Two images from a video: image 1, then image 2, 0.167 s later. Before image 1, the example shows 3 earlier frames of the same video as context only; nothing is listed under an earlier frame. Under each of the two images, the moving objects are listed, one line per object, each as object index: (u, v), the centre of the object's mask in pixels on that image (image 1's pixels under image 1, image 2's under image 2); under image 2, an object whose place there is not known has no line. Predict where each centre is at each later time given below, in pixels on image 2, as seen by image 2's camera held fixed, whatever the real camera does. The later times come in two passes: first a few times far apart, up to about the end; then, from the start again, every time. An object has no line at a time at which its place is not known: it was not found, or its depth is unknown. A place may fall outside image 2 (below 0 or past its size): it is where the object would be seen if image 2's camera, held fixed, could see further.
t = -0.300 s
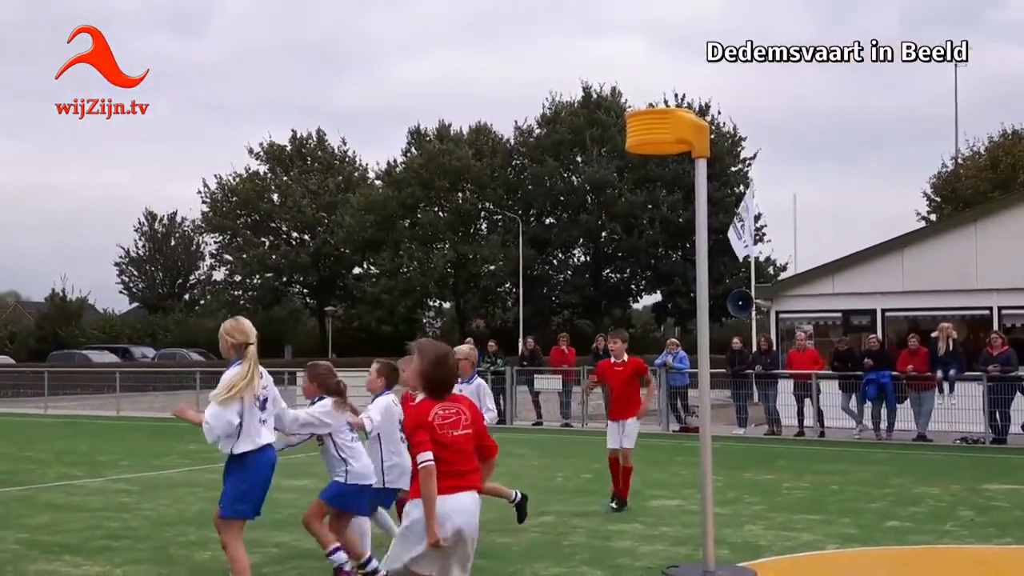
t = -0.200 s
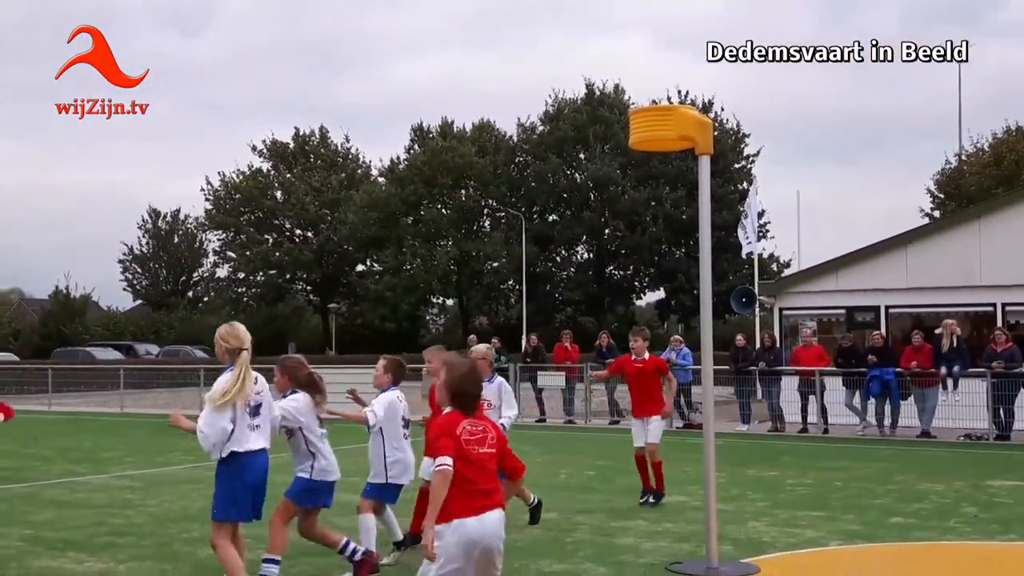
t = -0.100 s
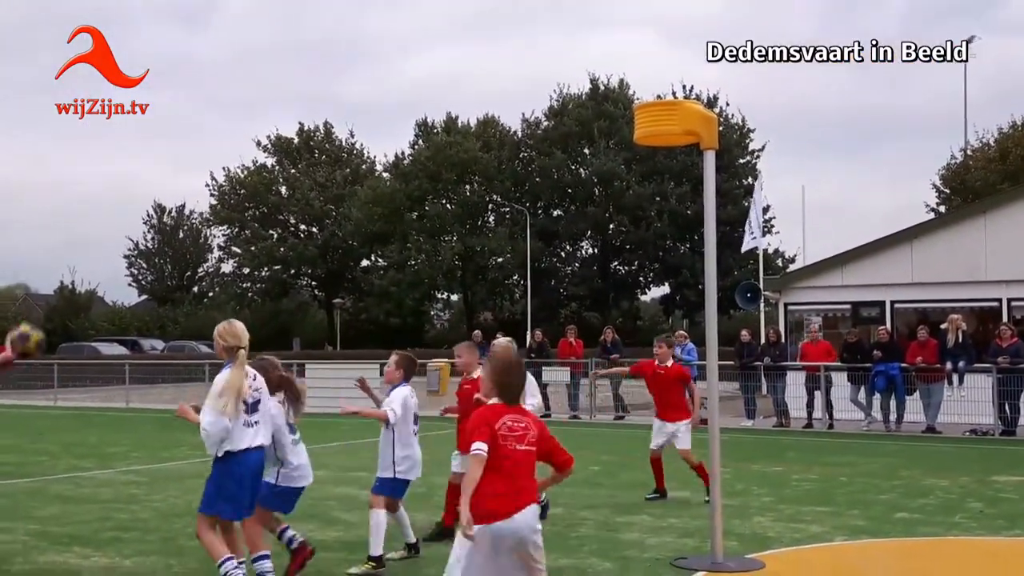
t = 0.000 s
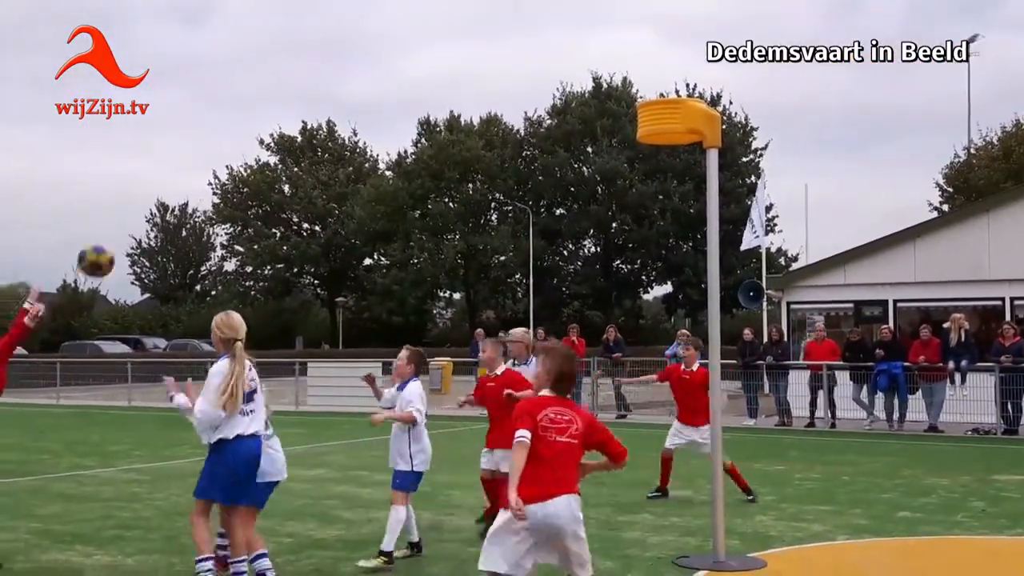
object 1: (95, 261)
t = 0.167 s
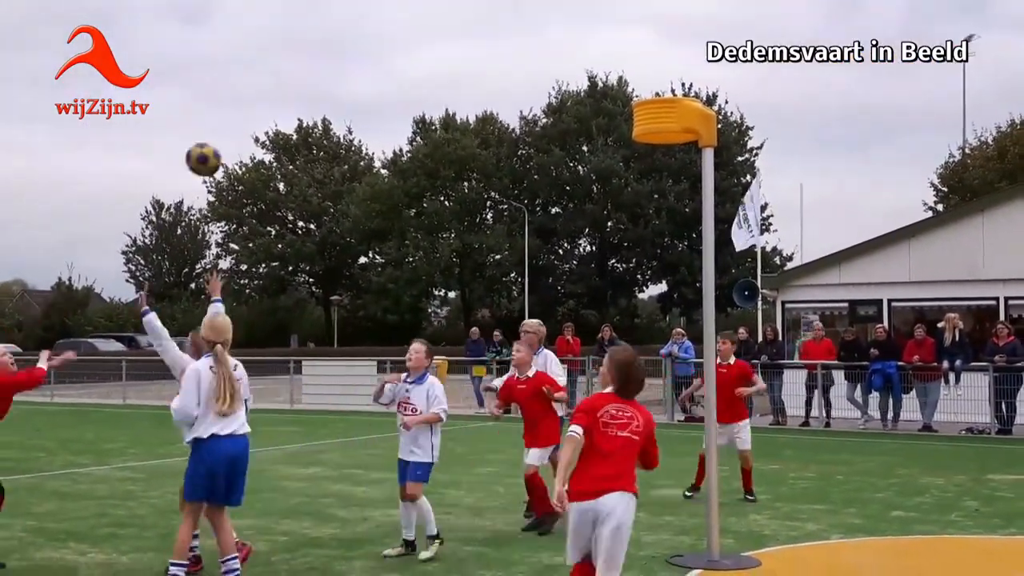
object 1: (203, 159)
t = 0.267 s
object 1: (269, 121)
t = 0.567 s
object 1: (450, 94)
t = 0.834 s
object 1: (600, 172)
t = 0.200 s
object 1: (226, 145)
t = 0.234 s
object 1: (247, 132)
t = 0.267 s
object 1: (269, 121)
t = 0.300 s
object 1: (290, 112)
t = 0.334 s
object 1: (310, 103)
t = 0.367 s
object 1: (331, 97)
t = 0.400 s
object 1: (351, 93)
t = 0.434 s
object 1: (372, 90)
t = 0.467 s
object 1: (392, 89)
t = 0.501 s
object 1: (412, 89)
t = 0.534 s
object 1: (432, 91)
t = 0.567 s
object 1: (450, 94)
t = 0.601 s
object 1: (470, 99)
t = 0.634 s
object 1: (489, 106)
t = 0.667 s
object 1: (507, 114)
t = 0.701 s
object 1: (526, 121)
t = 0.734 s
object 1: (545, 131)
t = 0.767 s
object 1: (563, 144)
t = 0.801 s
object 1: (582, 158)
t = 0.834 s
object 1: (600, 172)
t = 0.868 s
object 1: (620, 190)
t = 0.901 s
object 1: (637, 207)
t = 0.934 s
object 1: (656, 227)
